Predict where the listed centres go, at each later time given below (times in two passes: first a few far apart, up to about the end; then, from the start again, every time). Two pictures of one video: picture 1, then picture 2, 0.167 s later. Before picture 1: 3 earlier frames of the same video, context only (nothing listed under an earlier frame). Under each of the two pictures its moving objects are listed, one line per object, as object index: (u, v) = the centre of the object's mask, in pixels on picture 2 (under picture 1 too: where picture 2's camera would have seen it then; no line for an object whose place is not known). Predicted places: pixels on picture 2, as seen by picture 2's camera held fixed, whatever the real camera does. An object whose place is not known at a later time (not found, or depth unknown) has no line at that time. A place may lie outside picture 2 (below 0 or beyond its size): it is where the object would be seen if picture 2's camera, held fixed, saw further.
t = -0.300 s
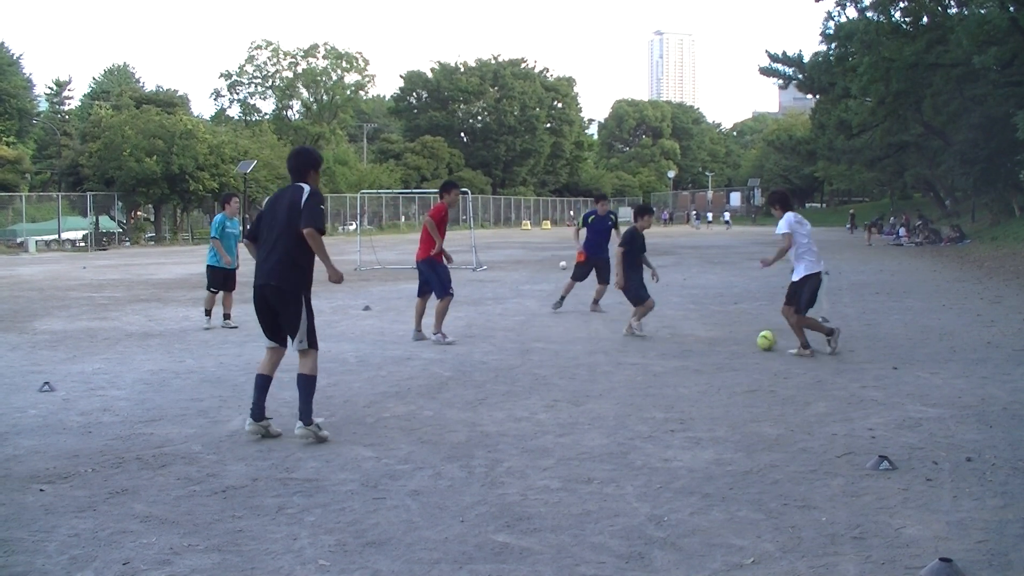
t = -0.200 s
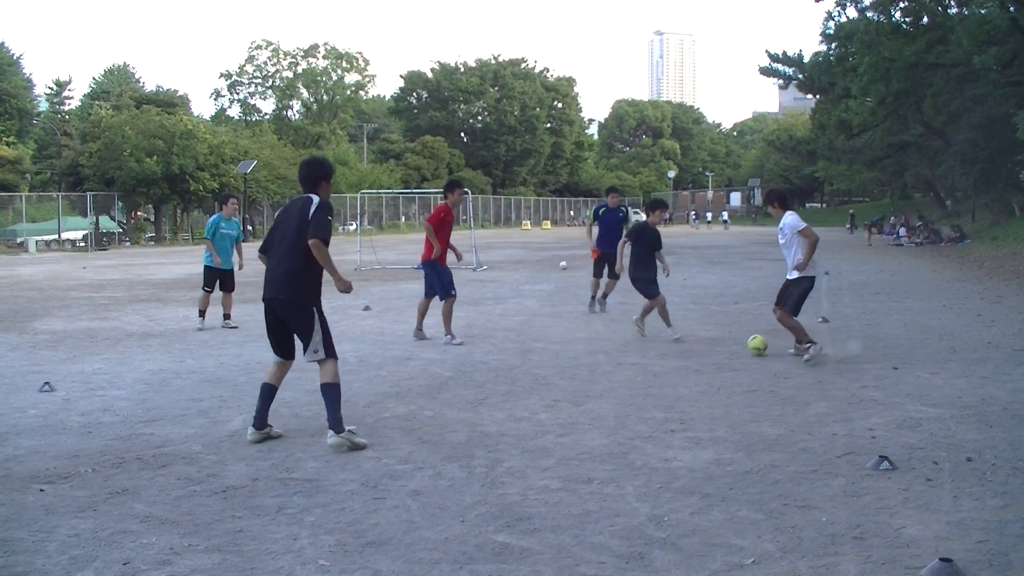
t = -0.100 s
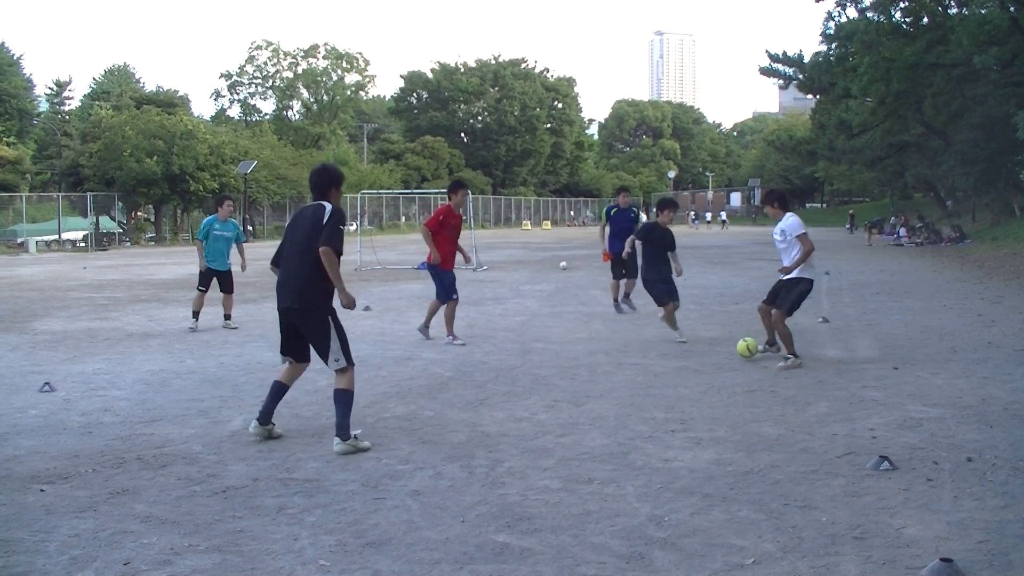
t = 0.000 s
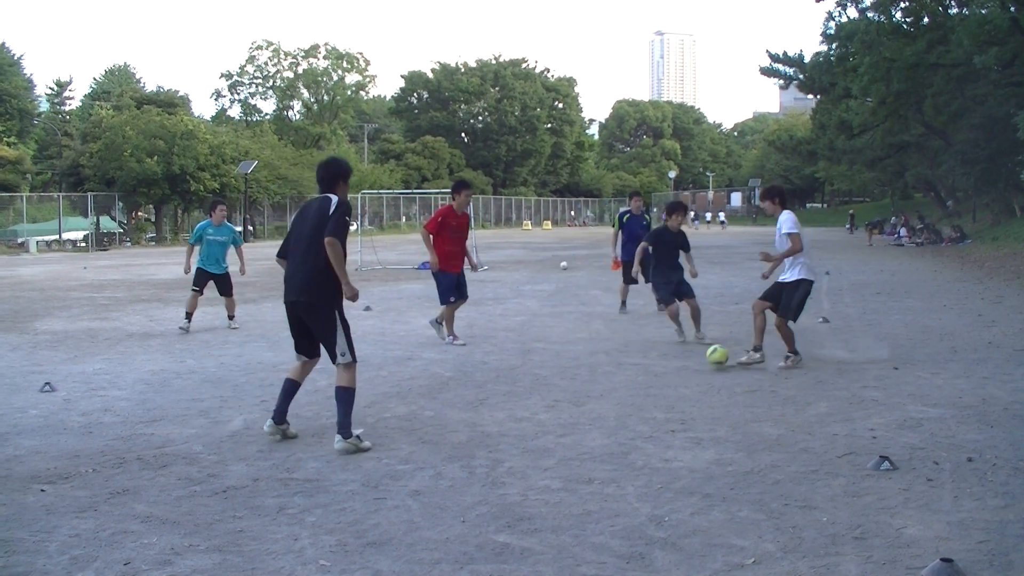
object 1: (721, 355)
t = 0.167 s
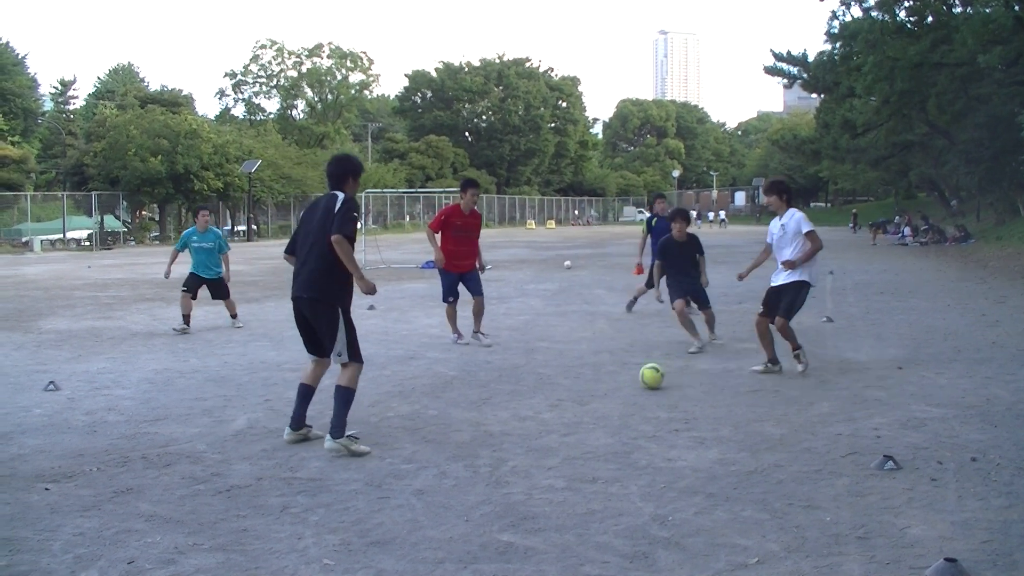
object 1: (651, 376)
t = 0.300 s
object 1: (593, 392)
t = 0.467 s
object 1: (520, 411)
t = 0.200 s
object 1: (637, 379)
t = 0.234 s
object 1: (624, 383)
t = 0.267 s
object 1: (609, 388)
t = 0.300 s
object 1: (593, 392)
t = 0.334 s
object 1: (581, 394)
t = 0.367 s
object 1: (566, 398)
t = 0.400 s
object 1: (552, 402)
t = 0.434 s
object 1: (536, 409)
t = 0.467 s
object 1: (520, 411)
